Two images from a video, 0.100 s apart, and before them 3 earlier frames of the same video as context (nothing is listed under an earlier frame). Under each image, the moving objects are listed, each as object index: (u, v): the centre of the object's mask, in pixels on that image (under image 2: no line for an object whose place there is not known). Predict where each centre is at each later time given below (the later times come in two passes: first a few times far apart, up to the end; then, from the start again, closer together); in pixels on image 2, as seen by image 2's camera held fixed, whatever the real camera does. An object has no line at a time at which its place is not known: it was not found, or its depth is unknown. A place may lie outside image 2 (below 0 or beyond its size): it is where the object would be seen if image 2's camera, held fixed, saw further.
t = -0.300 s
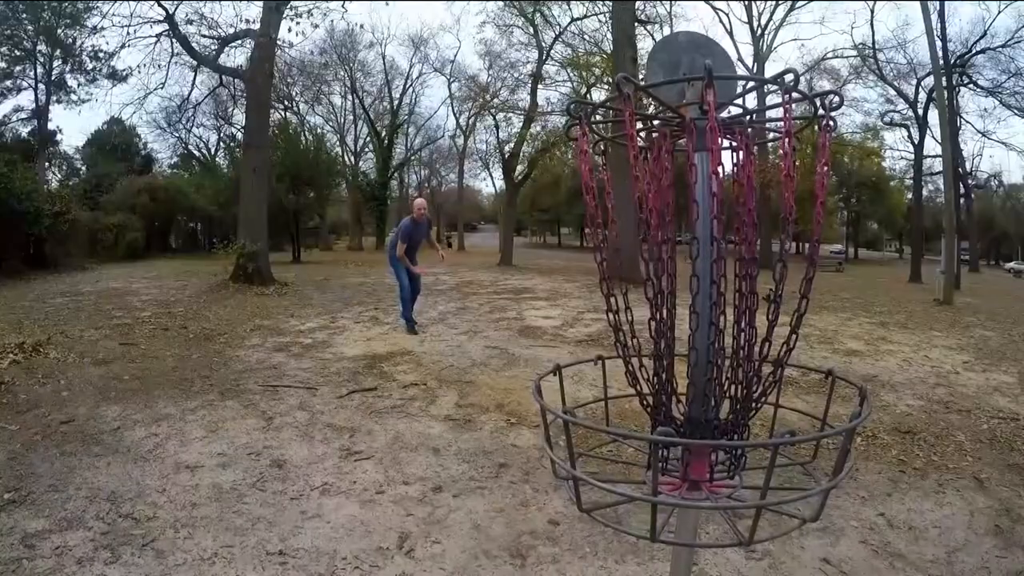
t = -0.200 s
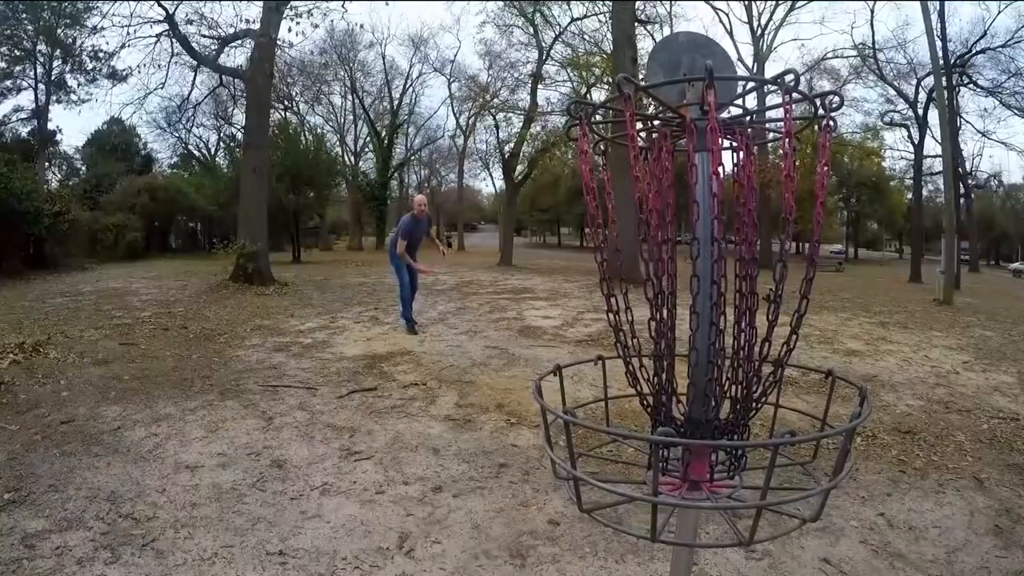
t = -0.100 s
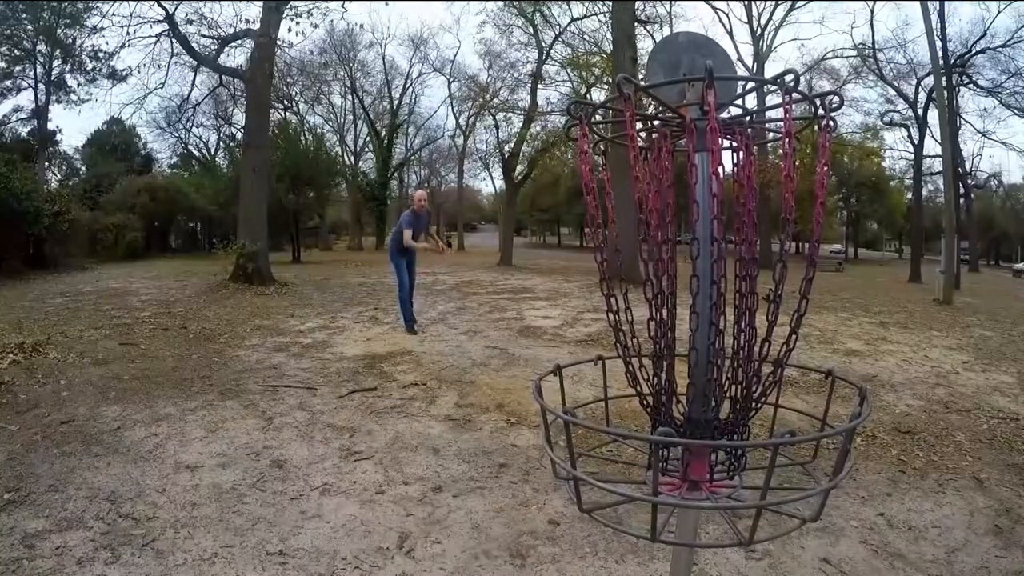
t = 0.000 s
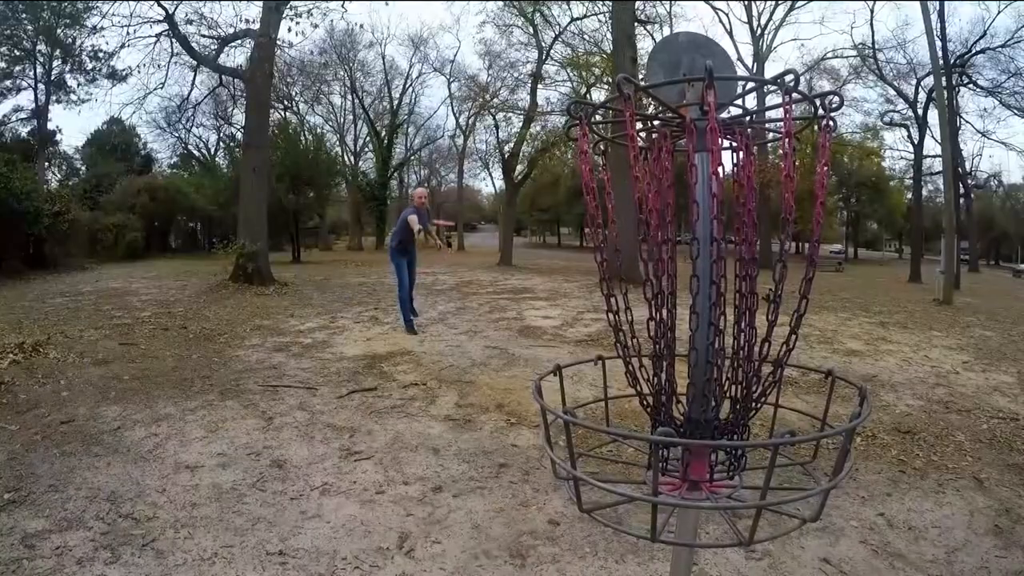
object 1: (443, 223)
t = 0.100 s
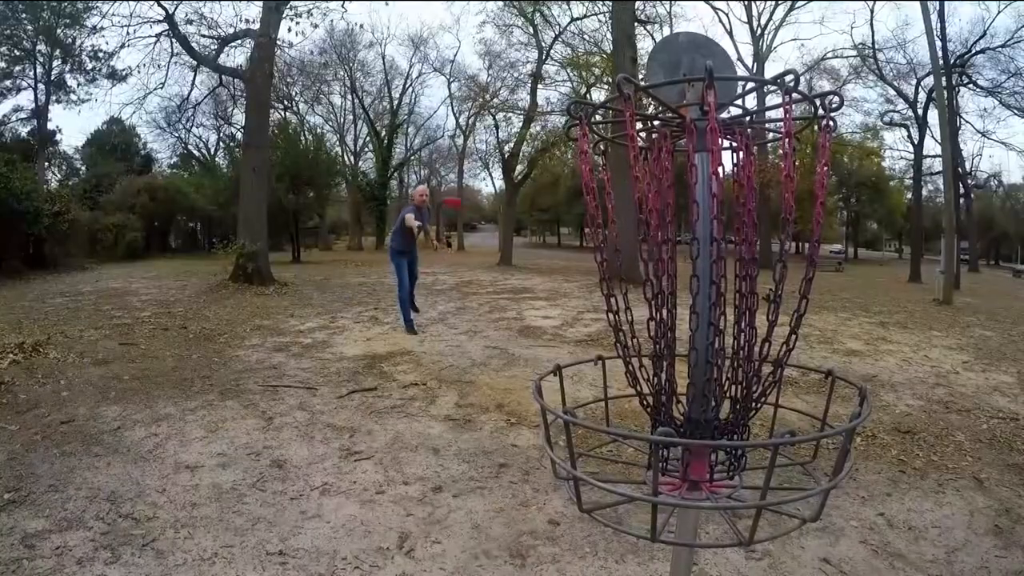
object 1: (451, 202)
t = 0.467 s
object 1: (576, 232)
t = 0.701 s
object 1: (662, 354)
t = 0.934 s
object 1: (625, 438)
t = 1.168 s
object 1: (612, 441)
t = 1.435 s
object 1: (614, 446)
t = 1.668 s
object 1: (613, 446)
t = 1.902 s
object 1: (611, 449)
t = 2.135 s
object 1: (610, 449)
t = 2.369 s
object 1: (610, 449)
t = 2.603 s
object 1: (611, 449)
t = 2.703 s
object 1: (610, 449)
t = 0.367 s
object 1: (518, 193)
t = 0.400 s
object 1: (537, 200)
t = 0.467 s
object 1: (576, 232)
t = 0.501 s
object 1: (624, 261)
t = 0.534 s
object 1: (652, 282)
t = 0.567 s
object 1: (649, 304)
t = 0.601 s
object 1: (663, 313)
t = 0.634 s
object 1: (664, 327)
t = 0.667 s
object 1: (664, 340)
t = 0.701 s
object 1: (662, 354)
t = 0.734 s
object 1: (659, 363)
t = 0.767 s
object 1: (643, 363)
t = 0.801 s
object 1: (638, 371)
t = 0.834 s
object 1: (637, 385)
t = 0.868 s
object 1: (631, 401)
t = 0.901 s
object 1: (622, 419)
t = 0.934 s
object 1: (625, 438)
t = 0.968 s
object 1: (621, 440)
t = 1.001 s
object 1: (619, 437)
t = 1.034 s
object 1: (616, 436)
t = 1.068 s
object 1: (614, 436)
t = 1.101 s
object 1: (613, 437)
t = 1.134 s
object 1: (612, 439)
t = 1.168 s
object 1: (612, 441)
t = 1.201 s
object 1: (612, 441)
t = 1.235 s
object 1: (611, 441)
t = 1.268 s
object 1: (611, 441)
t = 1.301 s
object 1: (611, 441)
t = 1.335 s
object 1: (613, 443)
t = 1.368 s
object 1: (610, 447)
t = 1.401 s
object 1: (611, 448)
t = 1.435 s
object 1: (614, 446)
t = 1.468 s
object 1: (614, 446)
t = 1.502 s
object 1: (612, 448)
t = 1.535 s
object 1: (611, 448)
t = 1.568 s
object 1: (611, 448)
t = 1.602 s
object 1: (611, 448)
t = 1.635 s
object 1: (613, 446)
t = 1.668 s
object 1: (613, 446)
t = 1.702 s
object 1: (611, 448)
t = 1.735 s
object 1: (611, 448)
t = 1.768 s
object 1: (611, 449)
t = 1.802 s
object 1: (611, 449)
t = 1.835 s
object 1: (611, 449)
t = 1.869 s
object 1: (611, 449)
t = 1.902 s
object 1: (611, 449)
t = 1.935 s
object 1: (611, 449)
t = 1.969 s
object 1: (611, 449)
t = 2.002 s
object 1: (611, 449)
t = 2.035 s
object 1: (611, 449)
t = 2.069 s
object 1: (611, 449)
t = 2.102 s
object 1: (610, 449)
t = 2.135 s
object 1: (610, 449)
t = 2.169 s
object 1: (610, 449)
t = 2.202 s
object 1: (610, 449)
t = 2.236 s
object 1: (610, 449)
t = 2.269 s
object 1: (610, 449)
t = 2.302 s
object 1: (610, 449)
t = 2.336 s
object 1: (610, 449)
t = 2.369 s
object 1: (610, 449)
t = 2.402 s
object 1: (610, 449)
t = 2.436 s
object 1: (610, 449)
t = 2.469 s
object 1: (610, 449)
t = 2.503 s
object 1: (610, 449)
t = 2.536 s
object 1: (610, 449)
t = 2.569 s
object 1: (610, 449)
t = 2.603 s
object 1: (611, 449)
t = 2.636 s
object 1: (610, 449)
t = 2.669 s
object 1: (610, 449)
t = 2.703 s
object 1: (610, 449)
